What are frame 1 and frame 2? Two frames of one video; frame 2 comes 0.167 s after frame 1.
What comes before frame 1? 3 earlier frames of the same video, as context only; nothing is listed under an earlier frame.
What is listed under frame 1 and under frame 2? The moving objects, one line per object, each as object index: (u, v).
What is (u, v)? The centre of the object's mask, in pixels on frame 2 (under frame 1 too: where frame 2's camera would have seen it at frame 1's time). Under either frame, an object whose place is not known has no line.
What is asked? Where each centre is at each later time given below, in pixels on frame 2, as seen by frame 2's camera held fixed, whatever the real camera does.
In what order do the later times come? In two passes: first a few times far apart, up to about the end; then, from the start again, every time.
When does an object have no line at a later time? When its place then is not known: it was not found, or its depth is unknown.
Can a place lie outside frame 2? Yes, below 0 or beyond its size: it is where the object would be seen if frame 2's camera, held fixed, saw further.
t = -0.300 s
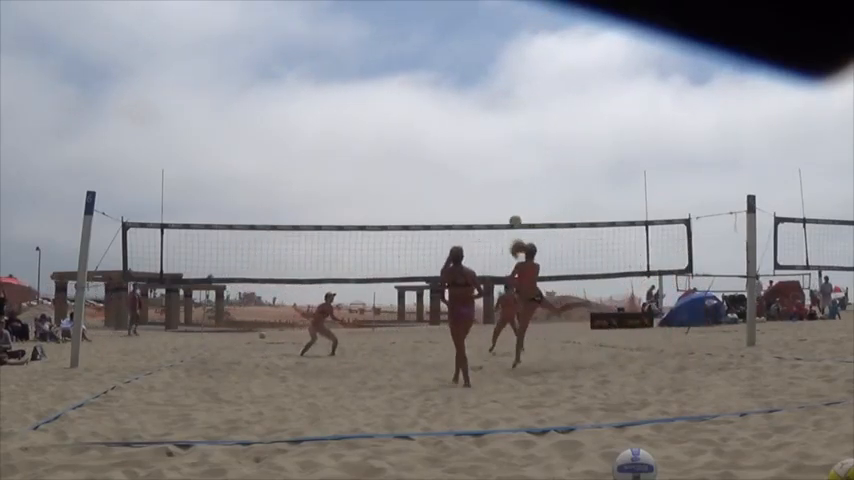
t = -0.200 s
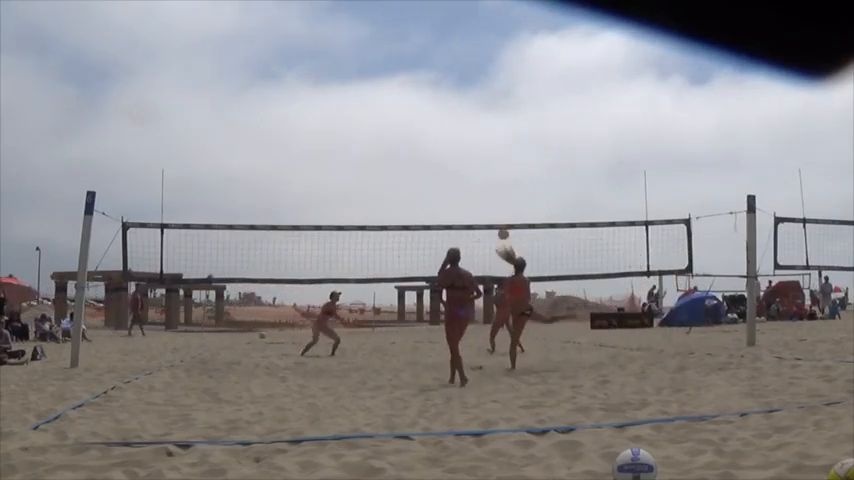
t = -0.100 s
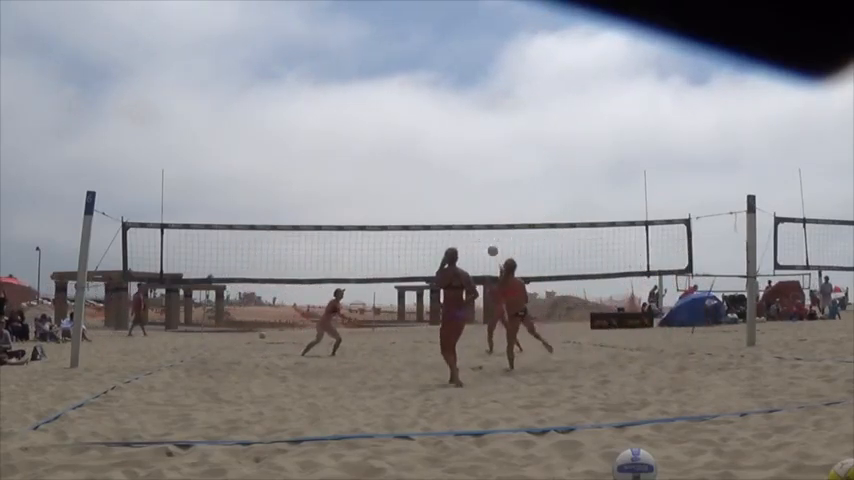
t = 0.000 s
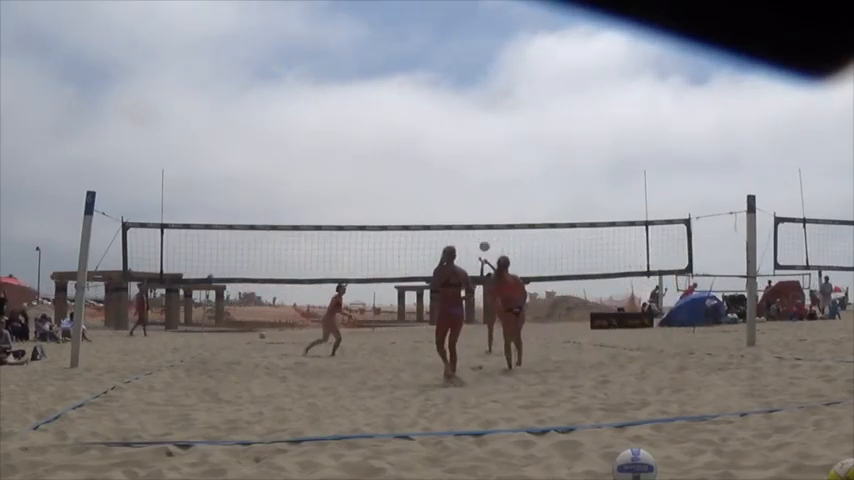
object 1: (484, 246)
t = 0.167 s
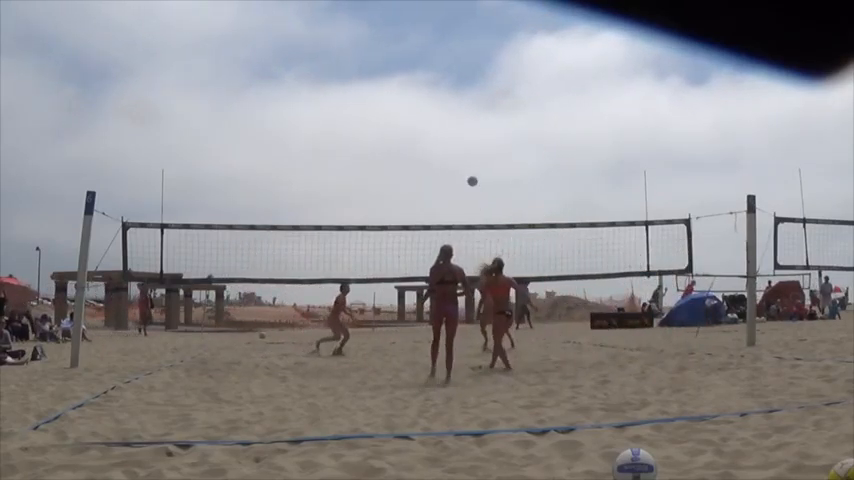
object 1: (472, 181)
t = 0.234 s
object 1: (467, 159)
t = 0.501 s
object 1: (445, 93)
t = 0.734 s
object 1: (424, 63)
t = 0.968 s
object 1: (402, 60)
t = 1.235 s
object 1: (375, 88)
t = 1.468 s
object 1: (349, 143)
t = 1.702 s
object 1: (322, 225)
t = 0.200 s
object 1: (469, 169)
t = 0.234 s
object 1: (467, 159)
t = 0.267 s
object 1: (464, 149)
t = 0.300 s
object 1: (462, 139)
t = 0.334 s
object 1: (459, 130)
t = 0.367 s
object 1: (456, 121)
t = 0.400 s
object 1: (454, 113)
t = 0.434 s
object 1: (451, 106)
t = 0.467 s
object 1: (448, 99)
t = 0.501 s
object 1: (445, 93)
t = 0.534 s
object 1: (443, 87)
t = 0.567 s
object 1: (439, 82)
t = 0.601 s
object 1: (437, 77)
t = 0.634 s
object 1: (433, 73)
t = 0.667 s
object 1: (430, 69)
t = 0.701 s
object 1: (427, 66)
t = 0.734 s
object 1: (424, 63)
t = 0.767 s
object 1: (421, 61)
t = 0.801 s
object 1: (418, 60)
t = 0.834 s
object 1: (415, 59)
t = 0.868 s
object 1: (411, 58)
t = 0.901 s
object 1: (408, 58)
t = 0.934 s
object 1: (405, 59)
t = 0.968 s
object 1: (402, 60)
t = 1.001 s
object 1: (399, 62)
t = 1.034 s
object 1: (395, 64)
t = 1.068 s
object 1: (392, 66)
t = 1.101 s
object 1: (389, 70)
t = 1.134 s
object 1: (385, 73)
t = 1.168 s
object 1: (382, 78)
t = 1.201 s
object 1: (378, 83)
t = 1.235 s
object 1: (375, 88)
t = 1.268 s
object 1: (371, 94)
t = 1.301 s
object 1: (368, 101)
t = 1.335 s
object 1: (364, 108)
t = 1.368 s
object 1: (360, 116)
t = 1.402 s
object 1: (357, 125)
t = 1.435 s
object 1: (353, 134)
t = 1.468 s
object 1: (349, 143)
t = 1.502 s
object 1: (346, 153)
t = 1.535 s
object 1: (342, 164)
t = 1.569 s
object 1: (338, 175)
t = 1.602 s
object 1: (334, 187)
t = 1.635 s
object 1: (330, 199)
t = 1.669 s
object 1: (326, 213)
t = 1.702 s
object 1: (322, 225)
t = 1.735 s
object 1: (318, 241)
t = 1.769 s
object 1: (314, 255)
